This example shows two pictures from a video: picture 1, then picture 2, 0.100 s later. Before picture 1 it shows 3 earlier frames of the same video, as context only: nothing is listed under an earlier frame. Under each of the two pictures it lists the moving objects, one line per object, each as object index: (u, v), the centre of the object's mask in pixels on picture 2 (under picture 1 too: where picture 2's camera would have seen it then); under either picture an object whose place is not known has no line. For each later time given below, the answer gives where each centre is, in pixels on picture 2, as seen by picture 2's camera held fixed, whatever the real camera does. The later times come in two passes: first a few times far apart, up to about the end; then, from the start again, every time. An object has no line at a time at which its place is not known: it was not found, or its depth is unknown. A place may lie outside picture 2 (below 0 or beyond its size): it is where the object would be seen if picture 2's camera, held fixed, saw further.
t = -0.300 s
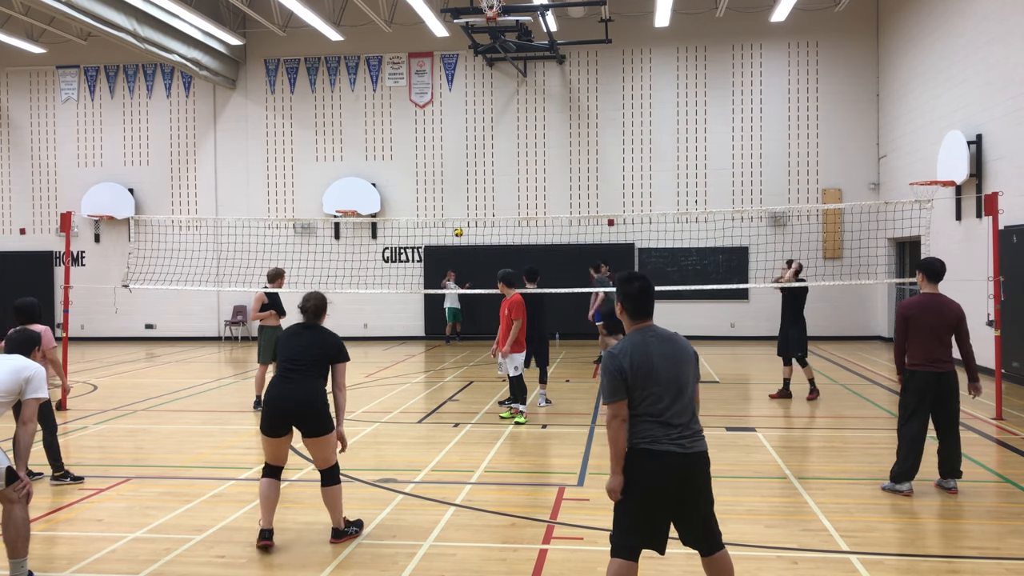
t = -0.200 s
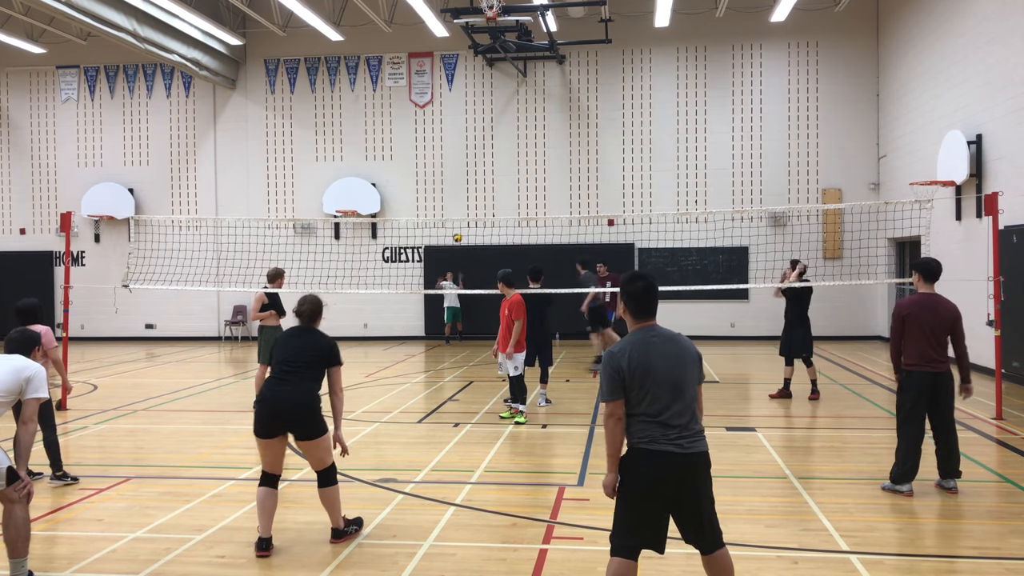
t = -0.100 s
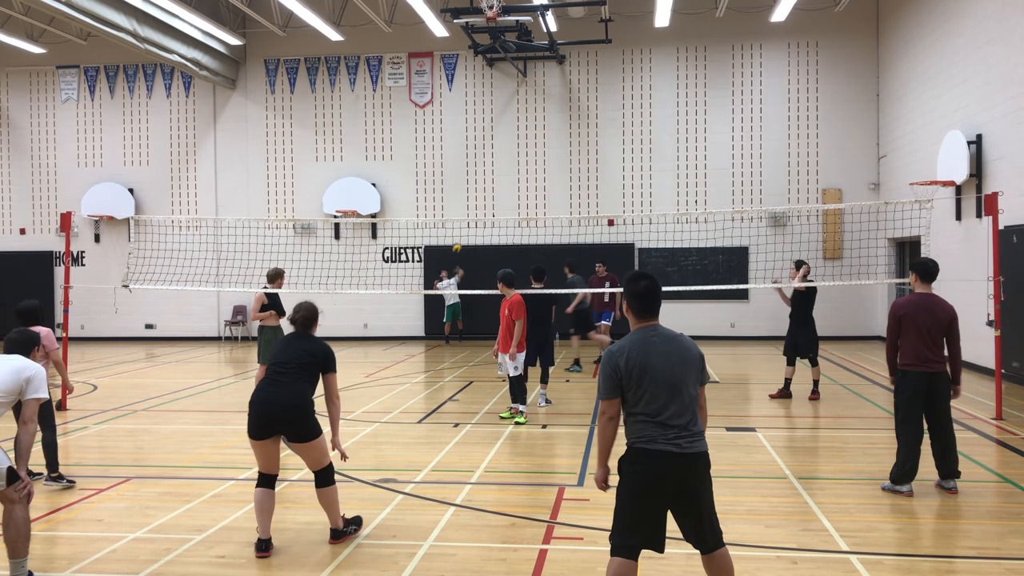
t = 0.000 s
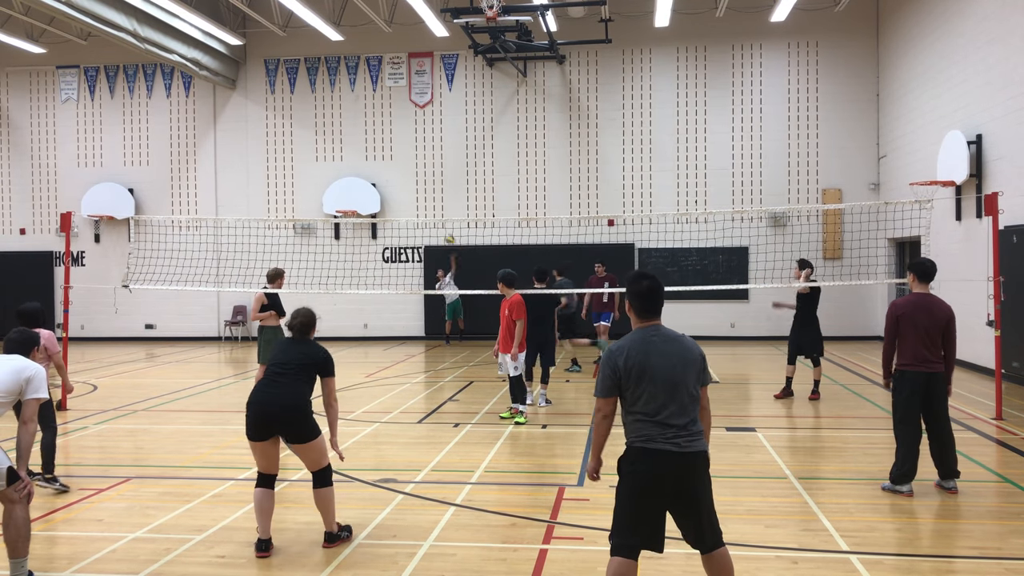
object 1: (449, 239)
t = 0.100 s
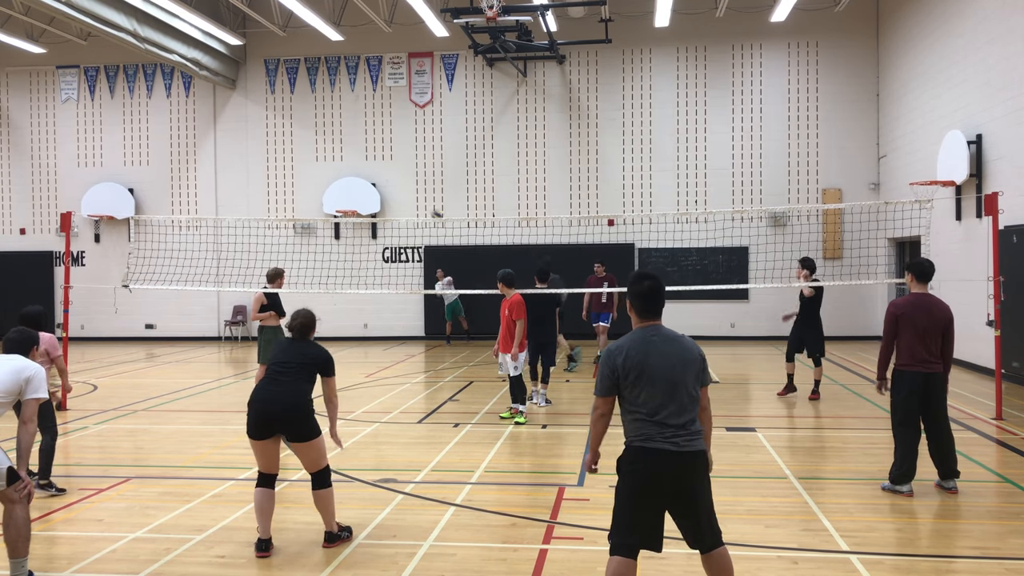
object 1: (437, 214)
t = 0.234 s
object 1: (416, 186)
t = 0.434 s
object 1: (380, 155)
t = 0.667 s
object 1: (319, 147)
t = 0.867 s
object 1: (240, 184)
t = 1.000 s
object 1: (159, 253)
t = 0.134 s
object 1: (432, 207)
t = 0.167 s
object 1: (426, 199)
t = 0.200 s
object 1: (422, 192)
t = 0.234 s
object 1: (416, 186)
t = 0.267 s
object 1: (411, 180)
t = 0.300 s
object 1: (404, 174)
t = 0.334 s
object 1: (399, 167)
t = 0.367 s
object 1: (393, 164)
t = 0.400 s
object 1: (386, 159)
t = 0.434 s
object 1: (380, 155)
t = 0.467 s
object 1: (373, 151)
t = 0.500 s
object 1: (365, 149)
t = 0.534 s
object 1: (358, 146)
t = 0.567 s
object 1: (349, 145)
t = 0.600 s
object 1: (340, 144)
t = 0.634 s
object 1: (329, 145)
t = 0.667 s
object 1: (319, 147)
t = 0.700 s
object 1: (308, 149)
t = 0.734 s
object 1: (297, 152)
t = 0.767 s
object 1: (285, 157)
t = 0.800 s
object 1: (271, 164)
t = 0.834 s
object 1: (256, 173)
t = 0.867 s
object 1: (240, 184)
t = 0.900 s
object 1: (222, 197)
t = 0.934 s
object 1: (203, 211)
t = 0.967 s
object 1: (183, 231)
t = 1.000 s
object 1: (159, 253)
